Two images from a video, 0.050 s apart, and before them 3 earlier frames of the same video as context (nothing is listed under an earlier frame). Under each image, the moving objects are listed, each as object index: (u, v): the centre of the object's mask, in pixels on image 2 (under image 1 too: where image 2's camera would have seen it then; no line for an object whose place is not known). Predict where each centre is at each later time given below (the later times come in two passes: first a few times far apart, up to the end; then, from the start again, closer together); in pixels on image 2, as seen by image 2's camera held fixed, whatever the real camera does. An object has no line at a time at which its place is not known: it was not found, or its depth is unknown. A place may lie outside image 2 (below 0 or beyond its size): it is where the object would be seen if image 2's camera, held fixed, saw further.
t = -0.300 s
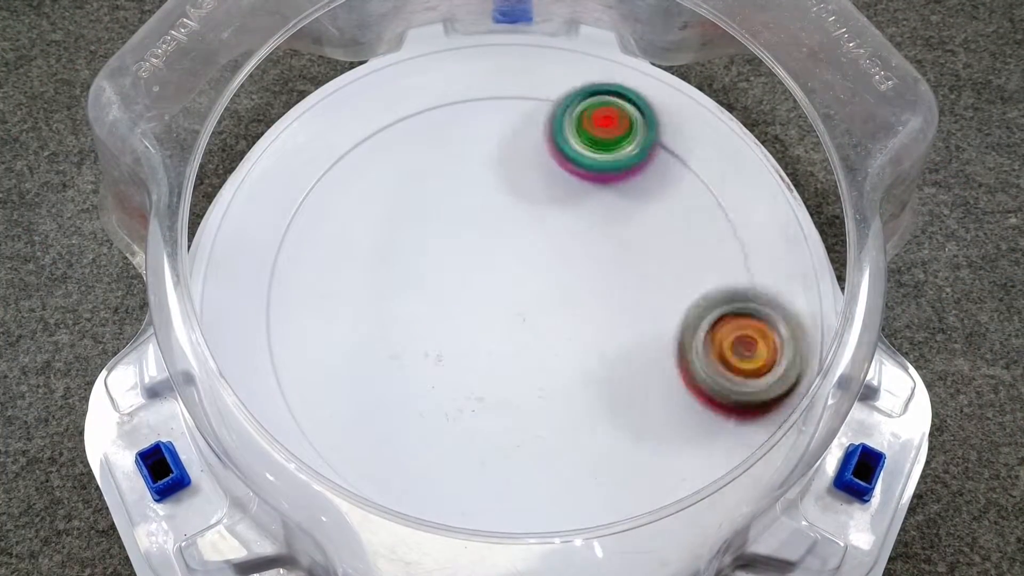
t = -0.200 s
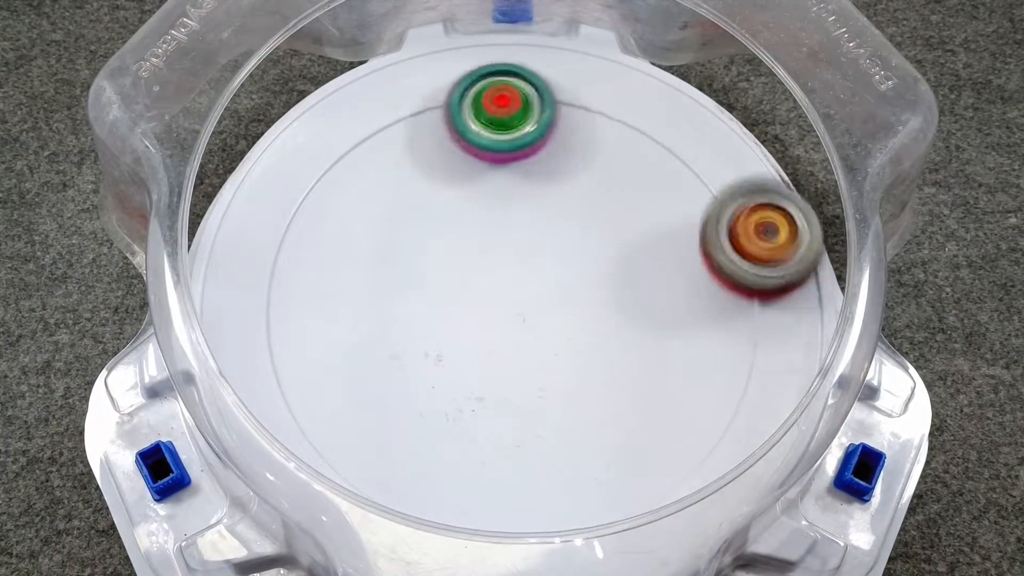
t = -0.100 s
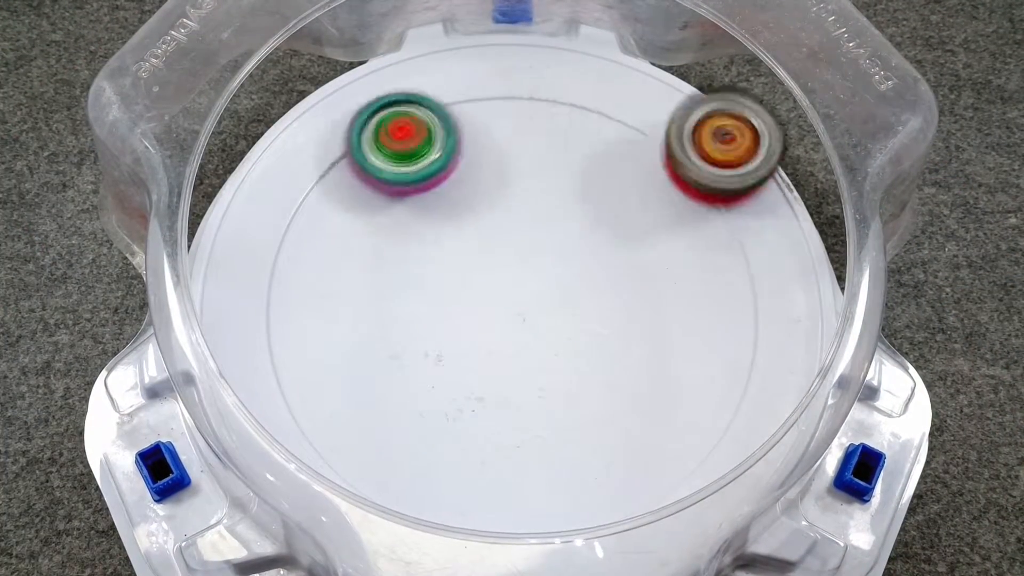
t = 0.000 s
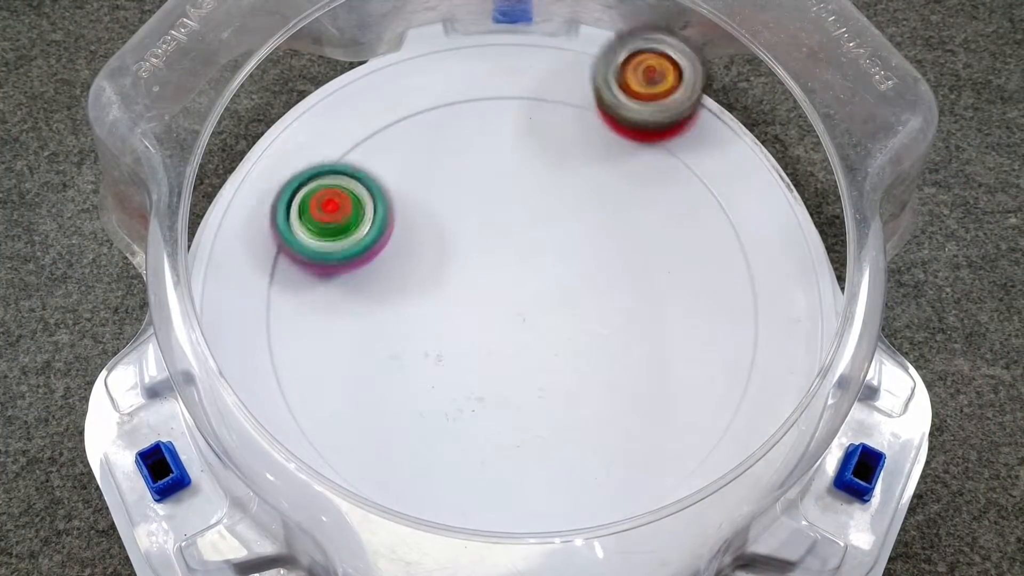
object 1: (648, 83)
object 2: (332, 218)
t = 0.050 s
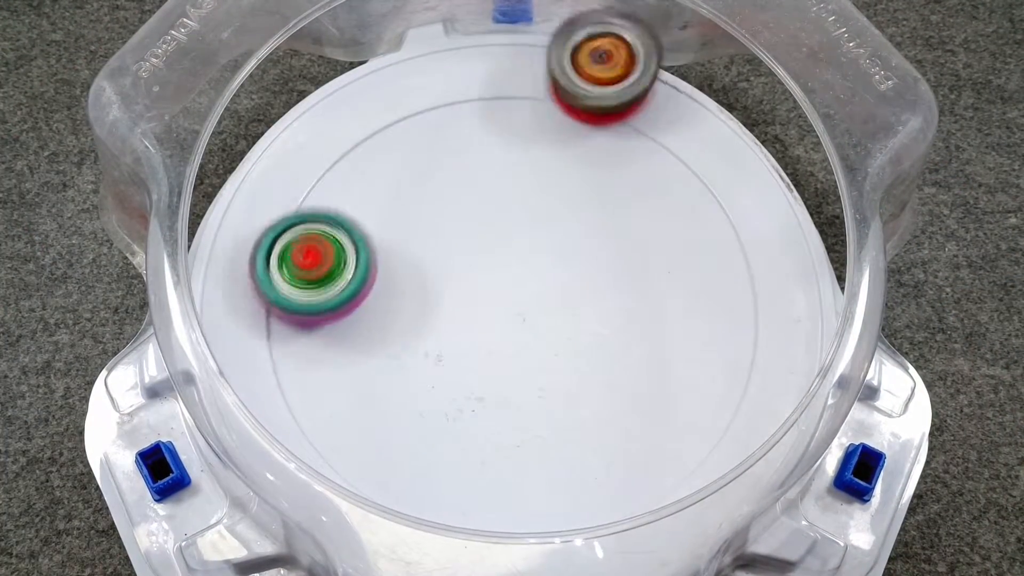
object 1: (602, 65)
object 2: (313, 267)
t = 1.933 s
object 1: (719, 201)
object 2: (579, 175)
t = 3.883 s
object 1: (710, 350)
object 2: (373, 313)
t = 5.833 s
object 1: (675, 253)
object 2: (389, 379)
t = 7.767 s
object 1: (482, 359)
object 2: (543, 242)
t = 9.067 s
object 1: (572, 275)
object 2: (494, 174)
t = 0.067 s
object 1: (585, 62)
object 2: (309, 284)
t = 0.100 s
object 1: (551, 62)
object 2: (308, 319)
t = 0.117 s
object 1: (534, 63)
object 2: (310, 334)
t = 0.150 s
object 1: (498, 67)
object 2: (319, 367)
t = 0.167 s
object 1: (480, 72)
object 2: (327, 383)
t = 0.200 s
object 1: (445, 88)
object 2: (347, 411)
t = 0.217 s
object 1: (428, 101)
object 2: (361, 423)
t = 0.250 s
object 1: (394, 131)
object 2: (391, 442)
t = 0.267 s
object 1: (380, 149)
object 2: (408, 451)
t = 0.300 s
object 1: (354, 190)
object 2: (444, 464)
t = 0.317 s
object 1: (344, 213)
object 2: (462, 468)
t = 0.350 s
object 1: (331, 261)
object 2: (500, 472)
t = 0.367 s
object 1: (328, 285)
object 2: (519, 472)
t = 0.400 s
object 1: (329, 335)
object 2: (557, 468)
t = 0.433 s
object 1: (340, 382)
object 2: (593, 458)
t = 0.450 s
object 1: (351, 405)
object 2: (610, 452)
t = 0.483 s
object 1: (382, 443)
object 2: (639, 432)
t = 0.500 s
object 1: (401, 457)
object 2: (653, 422)
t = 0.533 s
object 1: (444, 479)
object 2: (674, 397)
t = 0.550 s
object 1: (470, 486)
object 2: (682, 385)
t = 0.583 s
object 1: (523, 514)
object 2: (694, 357)
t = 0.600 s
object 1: (551, 514)
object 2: (698, 343)
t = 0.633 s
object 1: (605, 508)
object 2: (702, 314)
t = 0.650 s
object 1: (631, 503)
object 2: (701, 301)
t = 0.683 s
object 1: (678, 487)
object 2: (696, 273)
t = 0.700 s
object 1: (699, 477)
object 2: (692, 260)
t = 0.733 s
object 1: (730, 447)
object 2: (679, 234)
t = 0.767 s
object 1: (742, 401)
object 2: (663, 210)
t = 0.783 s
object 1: (752, 385)
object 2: (653, 199)
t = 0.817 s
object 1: (768, 352)
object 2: (632, 180)
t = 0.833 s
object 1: (774, 333)
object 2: (619, 171)
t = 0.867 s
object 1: (778, 297)
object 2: (595, 157)
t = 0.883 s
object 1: (775, 279)
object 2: (582, 151)
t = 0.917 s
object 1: (767, 245)
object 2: (556, 143)
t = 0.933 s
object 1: (760, 228)
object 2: (542, 141)
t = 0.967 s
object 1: (743, 197)
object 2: (515, 139)
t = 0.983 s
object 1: (733, 182)
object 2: (502, 140)
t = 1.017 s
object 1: (706, 159)
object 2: (477, 144)
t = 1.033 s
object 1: (688, 148)
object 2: (464, 149)
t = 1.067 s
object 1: (651, 127)
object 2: (440, 159)
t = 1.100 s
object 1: (606, 111)
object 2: (418, 172)
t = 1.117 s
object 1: (581, 105)
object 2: (409, 180)
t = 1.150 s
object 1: (533, 97)
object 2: (391, 199)
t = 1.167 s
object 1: (510, 97)
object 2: (384, 208)
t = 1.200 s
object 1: (467, 101)
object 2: (371, 231)
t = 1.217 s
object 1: (446, 105)
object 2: (366, 242)
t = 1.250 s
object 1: (406, 120)
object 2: (359, 266)
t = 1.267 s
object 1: (387, 131)
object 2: (357, 278)
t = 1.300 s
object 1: (353, 157)
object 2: (358, 303)
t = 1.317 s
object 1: (338, 172)
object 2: (360, 315)
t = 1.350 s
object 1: (313, 206)
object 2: (368, 338)
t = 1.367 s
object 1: (304, 226)
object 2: (373, 350)
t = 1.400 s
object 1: (291, 267)
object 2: (388, 371)
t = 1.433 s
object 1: (287, 311)
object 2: (406, 388)
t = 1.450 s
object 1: (288, 334)
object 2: (417, 396)
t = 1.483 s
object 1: (300, 378)
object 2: (440, 409)
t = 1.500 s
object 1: (314, 398)
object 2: (452, 414)
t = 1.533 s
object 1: (352, 435)
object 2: (479, 422)
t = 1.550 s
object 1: (375, 453)
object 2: (493, 423)
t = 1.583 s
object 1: (425, 479)
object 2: (526, 422)
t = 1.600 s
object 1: (452, 488)
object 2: (541, 421)
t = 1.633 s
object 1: (514, 514)
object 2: (569, 411)
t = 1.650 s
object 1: (548, 513)
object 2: (583, 405)
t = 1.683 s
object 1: (611, 504)
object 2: (606, 387)
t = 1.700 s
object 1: (638, 490)
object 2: (616, 377)
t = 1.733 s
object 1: (685, 459)
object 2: (633, 354)
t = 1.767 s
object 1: (719, 414)
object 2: (644, 330)
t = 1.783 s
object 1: (736, 393)
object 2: (648, 315)
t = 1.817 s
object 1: (758, 348)
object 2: (650, 288)
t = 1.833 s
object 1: (764, 327)
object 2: (641, 268)
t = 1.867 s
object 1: (757, 286)
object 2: (622, 230)
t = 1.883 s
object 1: (750, 264)
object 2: (612, 213)
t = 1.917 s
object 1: (734, 223)
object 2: (591, 186)
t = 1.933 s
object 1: (719, 201)
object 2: (579, 175)
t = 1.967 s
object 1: (686, 164)
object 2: (556, 157)
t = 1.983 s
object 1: (666, 148)
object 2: (544, 150)
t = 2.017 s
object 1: (631, 122)
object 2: (514, 140)
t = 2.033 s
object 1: (614, 113)
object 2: (496, 136)
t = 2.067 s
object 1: (576, 100)
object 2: (462, 131)
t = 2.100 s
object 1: (539, 92)
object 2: (426, 134)
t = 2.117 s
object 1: (524, 91)
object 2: (405, 138)
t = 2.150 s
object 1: (492, 97)
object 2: (369, 150)
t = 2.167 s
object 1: (475, 103)
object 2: (354, 158)
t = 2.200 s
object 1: (446, 122)
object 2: (329, 177)
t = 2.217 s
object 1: (432, 134)
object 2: (318, 188)
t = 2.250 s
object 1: (413, 158)
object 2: (294, 214)
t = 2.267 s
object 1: (407, 169)
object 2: (283, 231)
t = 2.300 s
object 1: (398, 197)
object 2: (269, 271)
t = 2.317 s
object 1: (395, 212)
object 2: (267, 294)
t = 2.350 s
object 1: (387, 245)
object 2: (280, 345)
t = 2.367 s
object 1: (386, 262)
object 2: (291, 366)
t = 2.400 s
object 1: (386, 296)
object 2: (319, 406)
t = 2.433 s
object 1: (394, 323)
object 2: (346, 438)
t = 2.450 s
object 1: (405, 332)
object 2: (361, 452)
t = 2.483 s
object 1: (431, 348)
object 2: (394, 476)
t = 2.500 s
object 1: (444, 357)
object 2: (412, 485)
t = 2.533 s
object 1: (472, 369)
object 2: (445, 497)
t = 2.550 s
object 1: (488, 375)
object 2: (461, 500)
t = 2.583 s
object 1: (518, 385)
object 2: (491, 503)
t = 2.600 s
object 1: (533, 387)
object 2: (506, 502)
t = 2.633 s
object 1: (567, 386)
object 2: (540, 511)
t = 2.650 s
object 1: (581, 384)
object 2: (556, 510)
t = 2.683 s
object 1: (611, 372)
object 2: (584, 500)
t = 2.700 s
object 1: (630, 356)
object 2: (593, 497)
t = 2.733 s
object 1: (660, 321)
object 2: (611, 493)
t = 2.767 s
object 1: (682, 288)
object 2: (624, 471)
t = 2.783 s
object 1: (688, 273)
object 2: (633, 465)
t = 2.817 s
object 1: (694, 247)
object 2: (651, 452)
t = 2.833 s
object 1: (695, 232)
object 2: (659, 444)
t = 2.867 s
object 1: (691, 206)
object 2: (672, 425)
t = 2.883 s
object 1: (689, 195)
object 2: (677, 414)
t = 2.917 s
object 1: (678, 171)
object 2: (684, 391)
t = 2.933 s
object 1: (671, 162)
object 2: (686, 379)
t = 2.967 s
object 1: (655, 143)
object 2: (688, 356)
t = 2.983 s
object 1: (646, 136)
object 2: (688, 344)
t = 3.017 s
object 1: (625, 122)
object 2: (683, 321)
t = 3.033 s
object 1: (615, 115)
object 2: (680, 310)
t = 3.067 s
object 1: (593, 106)
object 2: (672, 289)
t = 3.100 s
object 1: (570, 99)
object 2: (662, 269)
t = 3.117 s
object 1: (558, 98)
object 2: (656, 259)
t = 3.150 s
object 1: (533, 99)
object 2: (642, 241)
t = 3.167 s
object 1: (521, 100)
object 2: (635, 233)
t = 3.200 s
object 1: (496, 108)
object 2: (618, 217)
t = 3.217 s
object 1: (483, 114)
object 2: (610, 210)
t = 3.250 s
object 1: (462, 130)
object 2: (592, 199)
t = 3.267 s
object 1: (451, 140)
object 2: (583, 193)
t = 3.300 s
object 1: (435, 162)
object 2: (564, 185)
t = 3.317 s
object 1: (426, 175)
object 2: (554, 181)
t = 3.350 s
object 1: (416, 201)
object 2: (535, 175)
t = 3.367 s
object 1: (412, 216)
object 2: (525, 173)
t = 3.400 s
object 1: (409, 245)
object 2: (505, 170)
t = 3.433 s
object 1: (411, 274)
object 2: (486, 170)
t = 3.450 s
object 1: (414, 289)
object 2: (476, 171)
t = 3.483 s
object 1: (425, 318)
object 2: (458, 173)
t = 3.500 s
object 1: (431, 330)
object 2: (449, 176)
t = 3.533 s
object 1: (450, 355)
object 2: (433, 182)
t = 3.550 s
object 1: (460, 366)
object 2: (425, 186)
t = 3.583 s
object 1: (484, 383)
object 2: (410, 195)
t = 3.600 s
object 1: (498, 392)
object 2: (404, 200)
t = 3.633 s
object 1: (525, 405)
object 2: (392, 211)
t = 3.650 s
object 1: (541, 409)
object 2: (386, 217)
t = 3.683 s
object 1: (570, 414)
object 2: (378, 229)
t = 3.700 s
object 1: (585, 414)
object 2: (374, 236)
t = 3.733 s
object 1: (616, 411)
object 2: (369, 249)
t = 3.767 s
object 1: (643, 403)
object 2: (366, 264)
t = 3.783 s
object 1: (656, 397)
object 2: (365, 271)
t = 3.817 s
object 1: (678, 385)
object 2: (365, 285)
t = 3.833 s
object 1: (689, 376)
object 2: (366, 292)
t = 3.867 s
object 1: (704, 360)
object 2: (370, 306)
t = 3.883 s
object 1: (710, 350)
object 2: (373, 313)
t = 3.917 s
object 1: (718, 330)
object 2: (381, 325)
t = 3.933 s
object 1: (720, 320)
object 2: (385, 330)
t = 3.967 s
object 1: (720, 299)
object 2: (396, 341)
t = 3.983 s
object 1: (718, 289)
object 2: (401, 345)
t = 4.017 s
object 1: (710, 269)
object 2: (413, 353)
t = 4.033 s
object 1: (703, 260)
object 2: (420, 356)
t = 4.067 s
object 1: (686, 242)
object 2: (434, 362)
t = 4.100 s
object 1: (666, 228)
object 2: (449, 366)
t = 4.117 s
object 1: (656, 221)
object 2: (456, 368)
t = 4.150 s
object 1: (629, 211)
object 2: (470, 369)
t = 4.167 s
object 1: (616, 207)
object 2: (478, 369)
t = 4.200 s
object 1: (590, 203)
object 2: (492, 368)
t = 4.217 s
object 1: (576, 202)
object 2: (499, 367)
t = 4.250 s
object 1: (548, 204)
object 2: (514, 364)
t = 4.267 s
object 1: (535, 206)
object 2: (520, 362)
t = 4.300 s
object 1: (510, 214)
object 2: (534, 357)
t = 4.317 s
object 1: (497, 219)
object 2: (540, 354)
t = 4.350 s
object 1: (472, 232)
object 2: (551, 346)
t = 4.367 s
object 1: (462, 240)
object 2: (557, 342)
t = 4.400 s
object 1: (443, 258)
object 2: (566, 334)
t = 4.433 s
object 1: (426, 279)
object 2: (574, 325)
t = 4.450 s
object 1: (419, 289)
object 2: (577, 320)
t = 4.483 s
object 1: (408, 311)
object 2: (583, 310)
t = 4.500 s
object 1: (404, 323)
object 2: (586, 305)
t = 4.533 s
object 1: (400, 345)
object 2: (589, 295)
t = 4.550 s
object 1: (401, 357)
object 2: (590, 289)
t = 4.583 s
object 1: (406, 380)
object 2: (592, 278)
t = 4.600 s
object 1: (410, 390)
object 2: (592, 273)
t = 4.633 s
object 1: (422, 412)
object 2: (591, 263)
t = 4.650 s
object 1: (429, 420)
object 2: (590, 259)
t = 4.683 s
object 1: (448, 437)
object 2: (586, 250)
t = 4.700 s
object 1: (458, 442)
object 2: (585, 245)
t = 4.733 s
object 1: (483, 451)
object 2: (581, 237)
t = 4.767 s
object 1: (507, 454)
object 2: (575, 231)
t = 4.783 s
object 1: (521, 453)
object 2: (572, 228)
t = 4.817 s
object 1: (545, 449)
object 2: (566, 222)
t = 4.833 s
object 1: (559, 443)
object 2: (563, 220)
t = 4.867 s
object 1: (580, 432)
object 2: (556, 215)
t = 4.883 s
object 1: (592, 423)
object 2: (553, 214)
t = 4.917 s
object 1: (607, 405)
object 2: (545, 211)
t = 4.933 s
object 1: (614, 393)
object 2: (542, 210)
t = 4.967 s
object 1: (622, 371)
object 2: (534, 209)
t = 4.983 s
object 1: (624, 358)
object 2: (529, 209)
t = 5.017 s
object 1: (623, 334)
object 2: (522, 210)
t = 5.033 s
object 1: (621, 323)
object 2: (518, 211)
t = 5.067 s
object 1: (614, 299)
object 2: (511, 213)
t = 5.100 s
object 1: (603, 278)
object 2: (505, 216)
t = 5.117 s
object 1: (600, 272)
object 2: (498, 216)
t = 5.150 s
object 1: (601, 269)
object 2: (473, 202)
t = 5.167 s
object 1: (600, 267)
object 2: (463, 197)
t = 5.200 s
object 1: (593, 262)
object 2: (443, 193)
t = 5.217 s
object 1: (588, 259)
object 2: (435, 193)
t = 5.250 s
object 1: (578, 252)
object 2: (423, 198)
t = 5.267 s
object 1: (572, 248)
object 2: (418, 202)
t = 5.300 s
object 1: (562, 242)
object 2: (409, 211)
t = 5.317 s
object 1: (555, 241)
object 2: (406, 216)
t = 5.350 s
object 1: (543, 239)
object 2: (401, 228)
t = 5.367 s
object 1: (536, 239)
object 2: (399, 234)
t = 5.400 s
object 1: (525, 241)
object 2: (396, 246)
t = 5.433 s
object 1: (519, 246)
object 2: (390, 257)
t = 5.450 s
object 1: (532, 252)
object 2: (375, 257)
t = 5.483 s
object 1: (556, 262)
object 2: (348, 262)
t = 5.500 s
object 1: (567, 268)
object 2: (338, 265)
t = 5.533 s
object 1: (585, 276)
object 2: (324, 275)
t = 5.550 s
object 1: (592, 278)
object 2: (320, 282)
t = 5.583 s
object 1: (606, 279)
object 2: (318, 296)
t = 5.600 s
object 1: (611, 279)
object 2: (319, 304)
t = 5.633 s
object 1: (624, 278)
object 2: (322, 318)
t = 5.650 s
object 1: (629, 277)
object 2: (324, 325)
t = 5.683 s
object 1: (640, 274)
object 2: (332, 339)
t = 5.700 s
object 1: (646, 272)
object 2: (337, 345)
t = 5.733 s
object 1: (655, 269)
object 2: (347, 355)
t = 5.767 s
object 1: (664, 265)
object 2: (360, 365)
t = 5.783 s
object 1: (668, 262)
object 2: (367, 369)
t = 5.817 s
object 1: (672, 257)
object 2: (382, 376)
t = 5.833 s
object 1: (675, 253)
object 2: (389, 379)
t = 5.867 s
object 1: (676, 248)
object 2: (405, 383)
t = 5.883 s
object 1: (675, 245)
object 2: (413, 385)
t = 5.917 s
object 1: (672, 240)
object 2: (430, 387)
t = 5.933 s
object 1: (669, 238)
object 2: (438, 387)
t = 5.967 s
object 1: (661, 236)
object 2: (454, 386)
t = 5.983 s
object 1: (656, 235)
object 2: (462, 386)
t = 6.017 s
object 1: (644, 237)
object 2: (478, 384)
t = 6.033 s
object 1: (639, 238)
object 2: (485, 382)
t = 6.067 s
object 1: (625, 244)
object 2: (499, 378)
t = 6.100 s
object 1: (613, 251)
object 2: (514, 373)
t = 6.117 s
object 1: (607, 254)
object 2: (521, 369)
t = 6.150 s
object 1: (598, 261)
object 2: (529, 366)
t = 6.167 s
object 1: (605, 253)
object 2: (519, 374)
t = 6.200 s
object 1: (621, 238)
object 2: (500, 391)
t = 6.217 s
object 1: (626, 232)
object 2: (493, 395)
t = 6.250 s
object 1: (629, 222)
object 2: (481, 403)
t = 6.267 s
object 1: (628, 217)
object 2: (477, 405)
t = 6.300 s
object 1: (623, 209)
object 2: (475, 407)
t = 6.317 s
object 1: (620, 205)
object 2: (476, 407)
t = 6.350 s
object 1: (613, 198)
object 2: (484, 407)
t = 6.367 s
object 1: (608, 197)
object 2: (488, 407)
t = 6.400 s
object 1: (599, 193)
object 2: (497, 406)
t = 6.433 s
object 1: (587, 192)
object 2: (507, 402)
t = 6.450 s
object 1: (581, 193)
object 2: (512, 400)
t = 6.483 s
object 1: (569, 196)
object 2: (521, 396)
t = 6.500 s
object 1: (562, 199)
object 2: (526, 393)
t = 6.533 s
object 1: (551, 206)
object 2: (534, 388)
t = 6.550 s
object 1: (545, 209)
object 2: (538, 385)
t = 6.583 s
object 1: (534, 219)
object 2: (544, 378)
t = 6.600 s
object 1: (529, 223)
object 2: (547, 375)
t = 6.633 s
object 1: (520, 234)
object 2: (554, 367)
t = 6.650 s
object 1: (516, 240)
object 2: (556, 363)
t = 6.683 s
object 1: (510, 251)
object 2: (562, 356)
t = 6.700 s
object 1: (506, 251)
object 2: (565, 361)
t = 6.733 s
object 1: (497, 244)
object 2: (575, 376)
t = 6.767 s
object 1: (490, 242)
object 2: (586, 384)
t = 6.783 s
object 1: (486, 244)
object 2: (590, 385)
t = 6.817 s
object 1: (477, 249)
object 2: (599, 384)
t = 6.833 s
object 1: (474, 254)
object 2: (603, 382)
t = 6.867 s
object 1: (466, 261)
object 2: (610, 378)
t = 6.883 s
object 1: (463, 265)
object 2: (613, 375)
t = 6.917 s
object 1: (456, 274)
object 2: (618, 371)
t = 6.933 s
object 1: (454, 279)
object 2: (620, 367)
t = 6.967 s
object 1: (451, 289)
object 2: (623, 362)
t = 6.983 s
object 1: (449, 294)
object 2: (625, 359)
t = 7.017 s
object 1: (449, 305)
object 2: (626, 353)
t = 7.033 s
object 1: (449, 309)
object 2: (627, 350)
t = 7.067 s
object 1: (452, 319)
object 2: (627, 343)
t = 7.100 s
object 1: (455, 328)
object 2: (627, 337)
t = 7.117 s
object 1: (459, 333)
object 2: (627, 334)
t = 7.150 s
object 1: (467, 341)
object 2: (625, 328)
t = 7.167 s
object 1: (471, 344)
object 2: (624, 325)
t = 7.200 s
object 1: (481, 350)
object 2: (621, 319)
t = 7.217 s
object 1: (486, 353)
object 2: (620, 316)
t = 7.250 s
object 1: (497, 356)
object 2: (615, 310)
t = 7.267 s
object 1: (502, 358)
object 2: (613, 307)
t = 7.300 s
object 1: (495, 361)
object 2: (622, 294)
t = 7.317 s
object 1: (489, 367)
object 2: (628, 288)
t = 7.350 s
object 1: (481, 374)
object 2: (634, 276)
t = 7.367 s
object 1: (477, 378)
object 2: (636, 273)
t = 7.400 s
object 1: (472, 381)
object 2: (636, 266)
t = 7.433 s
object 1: (470, 384)
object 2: (633, 260)
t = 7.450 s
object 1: (470, 386)
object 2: (629, 257)
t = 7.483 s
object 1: (469, 390)
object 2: (623, 252)
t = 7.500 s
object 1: (468, 392)
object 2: (619, 249)
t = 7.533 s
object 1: (468, 394)
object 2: (611, 245)
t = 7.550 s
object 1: (469, 393)
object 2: (606, 244)
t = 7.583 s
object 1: (470, 393)
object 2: (597, 241)
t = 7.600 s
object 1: (470, 392)
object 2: (592, 240)
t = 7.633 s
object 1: (473, 388)
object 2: (582, 239)
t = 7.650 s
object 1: (474, 386)
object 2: (577, 238)
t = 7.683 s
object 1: (477, 380)
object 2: (567, 239)
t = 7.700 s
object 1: (479, 376)
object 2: (562, 239)
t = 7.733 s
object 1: (481, 367)
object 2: (552, 241)
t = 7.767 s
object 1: (482, 359)
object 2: (543, 242)
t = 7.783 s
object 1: (481, 354)
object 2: (539, 243)
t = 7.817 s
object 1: (481, 344)
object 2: (532, 244)
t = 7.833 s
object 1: (476, 343)
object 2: (532, 242)
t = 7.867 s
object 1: (454, 358)
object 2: (546, 218)
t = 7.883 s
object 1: (443, 366)
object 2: (551, 211)
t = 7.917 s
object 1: (429, 377)
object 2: (557, 195)
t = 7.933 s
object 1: (423, 382)
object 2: (559, 189)
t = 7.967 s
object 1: (417, 391)
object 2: (556, 180)
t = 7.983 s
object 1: (415, 393)
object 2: (554, 178)
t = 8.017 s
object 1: (412, 400)
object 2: (546, 173)
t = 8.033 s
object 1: (412, 404)
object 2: (543, 172)
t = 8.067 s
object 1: (412, 408)
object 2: (535, 170)
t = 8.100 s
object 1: (414, 411)
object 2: (529, 169)
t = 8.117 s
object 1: (416, 412)
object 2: (525, 169)
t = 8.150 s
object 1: (422, 413)
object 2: (519, 169)
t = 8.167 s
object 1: (424, 411)
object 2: (516, 170)
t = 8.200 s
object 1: (431, 408)
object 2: (510, 171)
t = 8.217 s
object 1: (435, 405)
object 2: (507, 172)
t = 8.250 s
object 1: (443, 399)
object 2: (502, 174)
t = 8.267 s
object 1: (447, 394)
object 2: (500, 176)
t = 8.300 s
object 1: (454, 386)
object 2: (495, 179)
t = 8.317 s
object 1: (458, 381)
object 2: (493, 181)
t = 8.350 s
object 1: (464, 372)
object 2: (488, 185)
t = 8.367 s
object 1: (467, 368)
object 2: (487, 187)
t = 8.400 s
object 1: (473, 357)
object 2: (482, 192)
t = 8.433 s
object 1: (478, 347)
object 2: (479, 196)
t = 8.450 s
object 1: (481, 342)
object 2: (477, 199)
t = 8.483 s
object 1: (486, 331)
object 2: (474, 204)
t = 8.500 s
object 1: (489, 325)
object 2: (473, 207)
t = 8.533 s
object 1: (493, 316)
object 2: (470, 211)
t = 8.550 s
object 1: (493, 319)
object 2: (473, 208)
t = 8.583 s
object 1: (490, 334)
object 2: (481, 182)
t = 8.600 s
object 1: (489, 340)
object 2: (485, 171)
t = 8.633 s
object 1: (489, 347)
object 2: (492, 154)
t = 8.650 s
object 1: (492, 348)
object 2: (493, 148)
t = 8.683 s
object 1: (498, 346)
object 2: (495, 141)
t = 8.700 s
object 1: (502, 344)
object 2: (496, 140)
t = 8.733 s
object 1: (512, 341)
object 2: (494, 138)
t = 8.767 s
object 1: (520, 336)
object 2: (492, 138)
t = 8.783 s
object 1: (524, 334)
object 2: (492, 138)
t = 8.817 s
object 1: (531, 329)
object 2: (491, 140)
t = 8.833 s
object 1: (535, 326)
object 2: (490, 141)
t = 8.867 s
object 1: (541, 319)
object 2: (490, 144)
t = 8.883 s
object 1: (545, 316)
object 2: (489, 147)
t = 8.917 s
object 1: (551, 310)
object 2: (490, 150)
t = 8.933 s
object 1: (554, 306)
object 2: (490, 153)
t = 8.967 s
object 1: (559, 298)
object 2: (490, 158)
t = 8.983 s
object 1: (562, 294)
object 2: (492, 159)
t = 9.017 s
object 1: (568, 287)
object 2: (493, 165)
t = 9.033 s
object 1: (569, 283)
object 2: (492, 168)
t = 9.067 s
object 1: (572, 275)
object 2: (494, 174)
